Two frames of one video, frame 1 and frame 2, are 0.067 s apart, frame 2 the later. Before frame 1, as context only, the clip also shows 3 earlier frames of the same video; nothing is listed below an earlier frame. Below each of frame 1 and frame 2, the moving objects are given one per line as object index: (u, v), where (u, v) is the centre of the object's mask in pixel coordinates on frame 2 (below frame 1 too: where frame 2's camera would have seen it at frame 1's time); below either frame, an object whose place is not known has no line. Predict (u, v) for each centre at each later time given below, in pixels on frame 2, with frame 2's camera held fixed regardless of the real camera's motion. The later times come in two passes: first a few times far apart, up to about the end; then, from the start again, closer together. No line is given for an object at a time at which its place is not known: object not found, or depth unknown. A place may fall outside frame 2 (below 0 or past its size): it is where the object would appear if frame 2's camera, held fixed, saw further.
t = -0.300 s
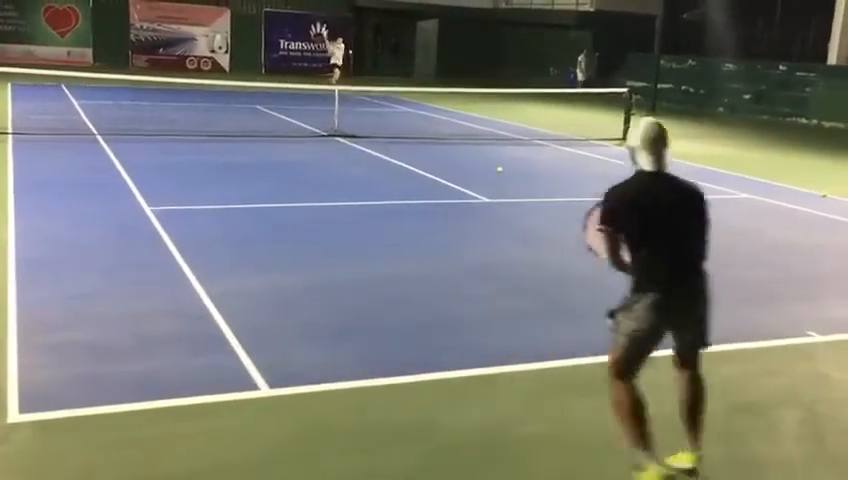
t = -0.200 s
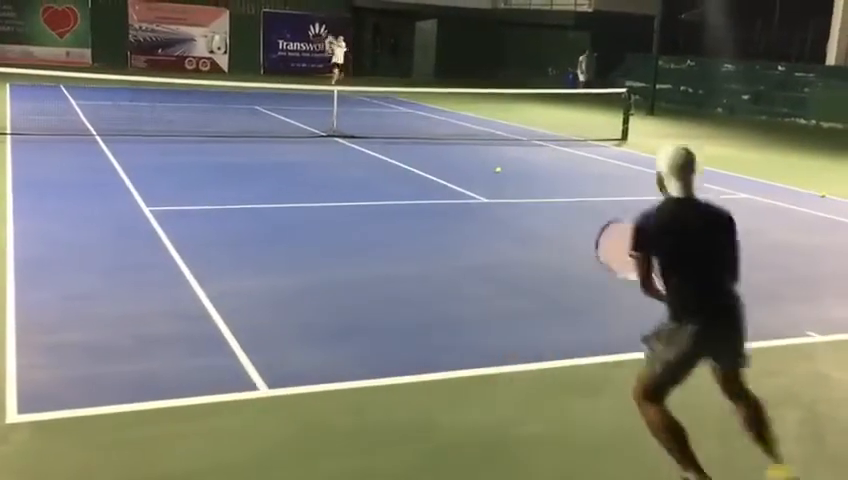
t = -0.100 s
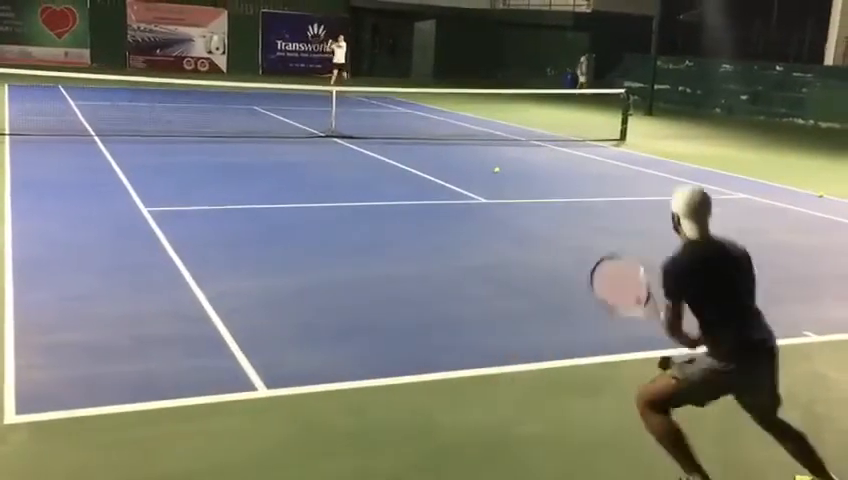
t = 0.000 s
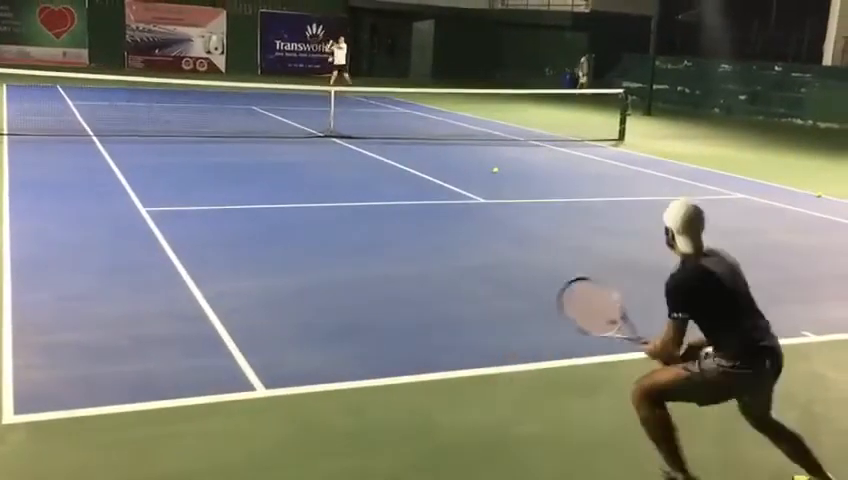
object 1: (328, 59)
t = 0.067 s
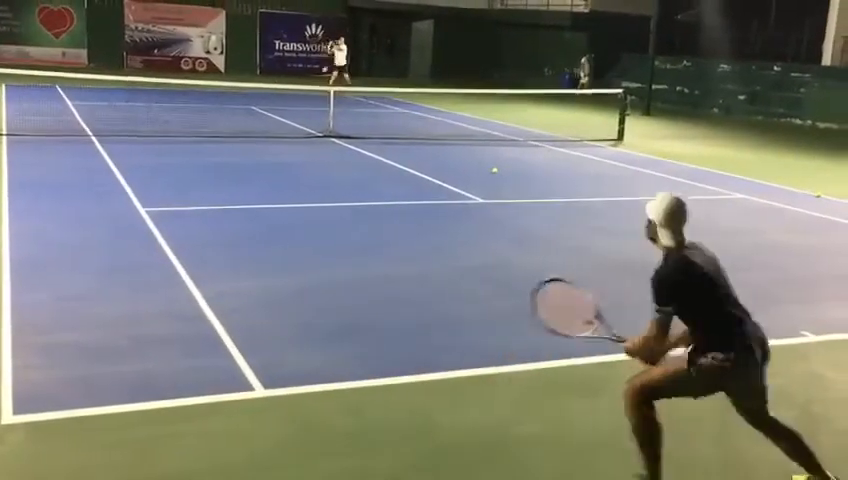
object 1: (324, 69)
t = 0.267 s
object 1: (303, 133)
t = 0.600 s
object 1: (253, 186)
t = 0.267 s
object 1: (303, 133)
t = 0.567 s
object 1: (259, 189)
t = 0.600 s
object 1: (253, 186)
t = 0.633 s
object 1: (247, 186)
